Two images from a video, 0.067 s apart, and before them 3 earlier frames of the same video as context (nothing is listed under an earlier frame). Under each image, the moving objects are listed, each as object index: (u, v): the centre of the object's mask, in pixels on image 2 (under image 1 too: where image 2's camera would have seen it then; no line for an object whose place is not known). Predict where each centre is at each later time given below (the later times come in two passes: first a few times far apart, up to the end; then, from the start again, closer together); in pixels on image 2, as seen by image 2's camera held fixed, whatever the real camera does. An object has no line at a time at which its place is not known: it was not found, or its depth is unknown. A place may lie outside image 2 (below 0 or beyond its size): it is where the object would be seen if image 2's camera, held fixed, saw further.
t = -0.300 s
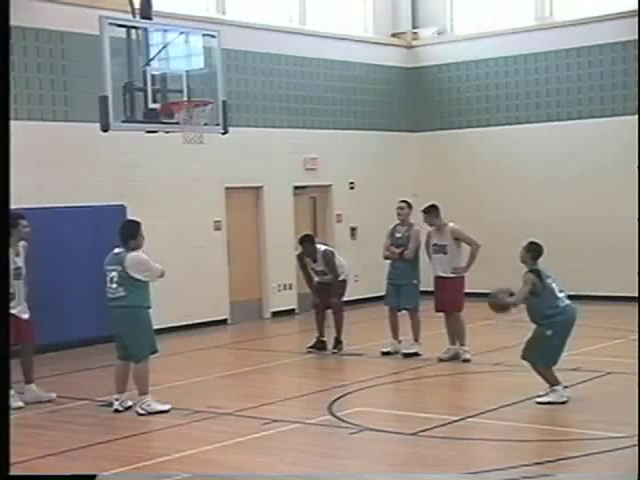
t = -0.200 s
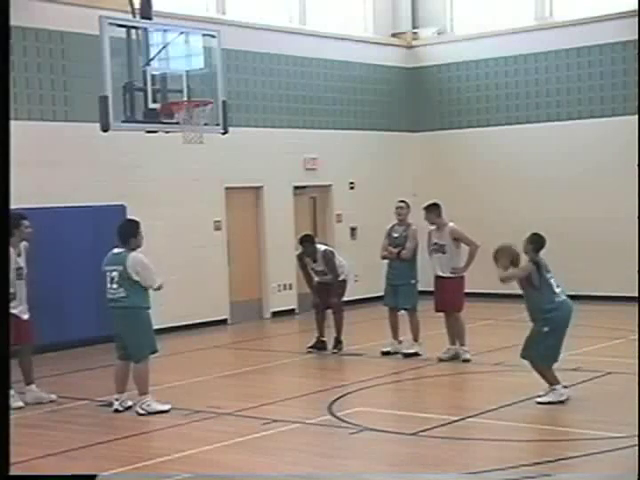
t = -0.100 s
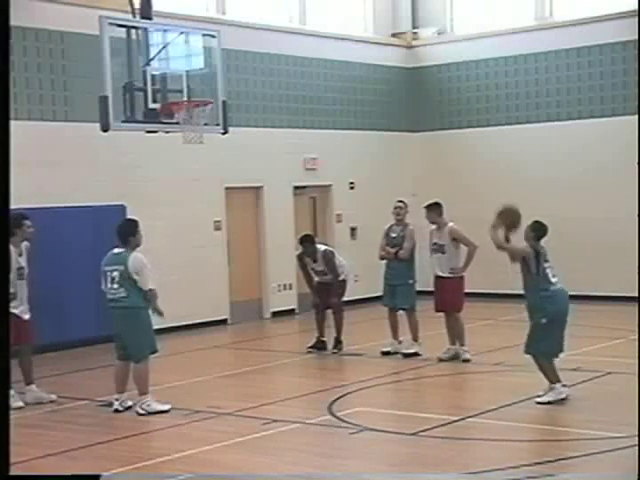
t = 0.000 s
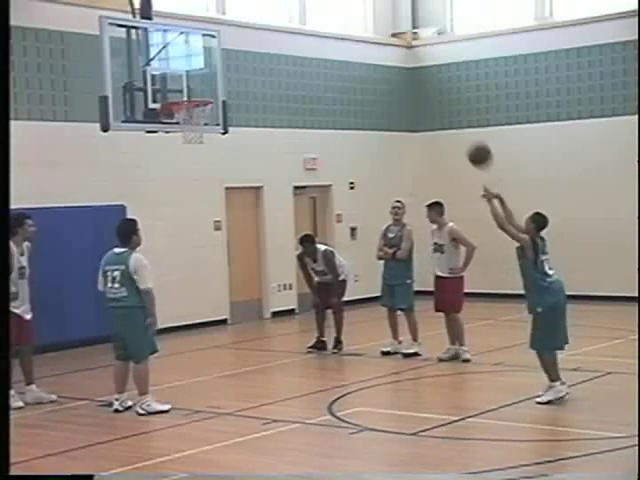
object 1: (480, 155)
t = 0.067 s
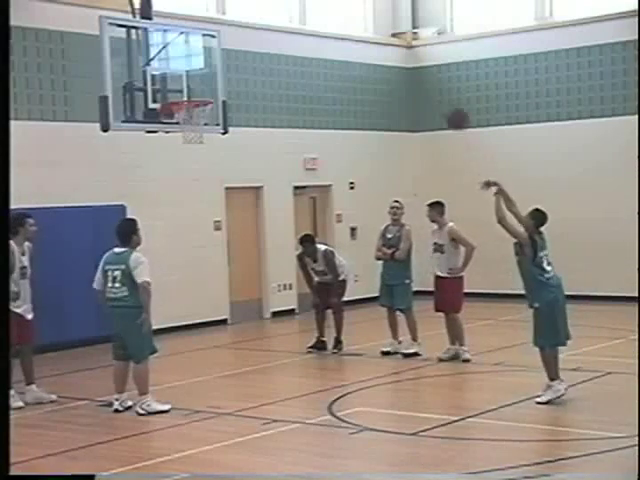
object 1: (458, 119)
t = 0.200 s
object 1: (412, 57)
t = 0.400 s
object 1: (353, 8)
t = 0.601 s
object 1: (298, 4)
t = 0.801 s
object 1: (248, 26)
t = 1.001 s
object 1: (205, 88)
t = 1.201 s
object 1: (178, 124)
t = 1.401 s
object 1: (179, 147)
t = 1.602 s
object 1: (184, 207)
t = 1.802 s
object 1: (190, 300)
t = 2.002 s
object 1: (196, 321)
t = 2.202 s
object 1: (200, 251)
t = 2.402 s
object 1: (206, 214)
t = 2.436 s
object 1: (208, 211)
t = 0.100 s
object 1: (446, 101)
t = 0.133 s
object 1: (434, 86)
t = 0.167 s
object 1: (423, 70)
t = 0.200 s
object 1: (412, 57)
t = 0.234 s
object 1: (402, 46)
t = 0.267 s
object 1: (392, 35)
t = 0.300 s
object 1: (382, 27)
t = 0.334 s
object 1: (372, 18)
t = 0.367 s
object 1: (363, 12)
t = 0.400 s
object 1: (353, 8)
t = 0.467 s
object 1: (334, 4)
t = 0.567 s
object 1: (306, 3)
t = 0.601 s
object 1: (298, 4)
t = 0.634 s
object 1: (291, 5)
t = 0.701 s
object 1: (273, 8)
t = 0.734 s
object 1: (265, 13)
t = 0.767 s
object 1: (256, 20)
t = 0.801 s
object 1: (248, 26)
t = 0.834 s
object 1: (241, 33)
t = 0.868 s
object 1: (234, 43)
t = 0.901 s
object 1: (226, 53)
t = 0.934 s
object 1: (219, 63)
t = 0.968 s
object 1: (212, 74)
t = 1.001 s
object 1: (205, 88)
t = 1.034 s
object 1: (198, 94)
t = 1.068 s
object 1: (190, 112)
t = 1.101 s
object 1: (188, 117)
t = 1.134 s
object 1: (182, 122)
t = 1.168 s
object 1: (179, 124)
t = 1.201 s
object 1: (178, 124)
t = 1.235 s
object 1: (177, 123)
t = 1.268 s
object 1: (176, 126)
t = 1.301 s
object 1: (176, 129)
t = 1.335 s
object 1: (177, 134)
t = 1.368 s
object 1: (178, 140)
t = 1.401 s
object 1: (179, 147)
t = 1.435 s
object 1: (179, 155)
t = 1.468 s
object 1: (180, 163)
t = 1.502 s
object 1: (181, 173)
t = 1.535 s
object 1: (182, 183)
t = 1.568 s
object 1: (183, 195)
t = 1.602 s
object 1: (184, 207)
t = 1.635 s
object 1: (185, 220)
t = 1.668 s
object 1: (186, 234)
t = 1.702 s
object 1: (187, 250)
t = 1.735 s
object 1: (188, 265)
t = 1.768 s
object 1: (189, 283)
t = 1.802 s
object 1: (190, 300)
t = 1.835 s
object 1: (192, 319)
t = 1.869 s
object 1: (193, 340)
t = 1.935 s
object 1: (194, 353)
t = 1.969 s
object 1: (195, 338)
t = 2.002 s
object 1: (196, 321)
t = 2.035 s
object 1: (196, 307)
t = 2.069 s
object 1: (197, 294)
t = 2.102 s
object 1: (198, 282)
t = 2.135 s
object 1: (198, 271)
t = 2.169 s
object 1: (199, 260)
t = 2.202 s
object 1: (200, 251)
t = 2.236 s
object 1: (201, 242)
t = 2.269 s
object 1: (202, 235)
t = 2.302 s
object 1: (203, 228)
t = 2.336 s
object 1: (204, 222)
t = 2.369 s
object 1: (205, 218)
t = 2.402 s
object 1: (206, 214)
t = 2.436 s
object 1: (208, 211)
